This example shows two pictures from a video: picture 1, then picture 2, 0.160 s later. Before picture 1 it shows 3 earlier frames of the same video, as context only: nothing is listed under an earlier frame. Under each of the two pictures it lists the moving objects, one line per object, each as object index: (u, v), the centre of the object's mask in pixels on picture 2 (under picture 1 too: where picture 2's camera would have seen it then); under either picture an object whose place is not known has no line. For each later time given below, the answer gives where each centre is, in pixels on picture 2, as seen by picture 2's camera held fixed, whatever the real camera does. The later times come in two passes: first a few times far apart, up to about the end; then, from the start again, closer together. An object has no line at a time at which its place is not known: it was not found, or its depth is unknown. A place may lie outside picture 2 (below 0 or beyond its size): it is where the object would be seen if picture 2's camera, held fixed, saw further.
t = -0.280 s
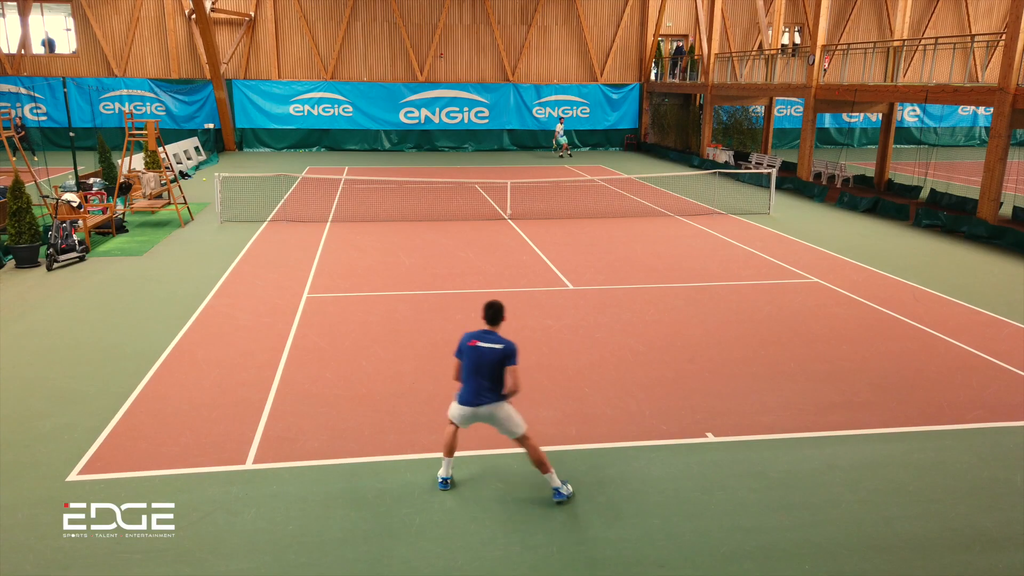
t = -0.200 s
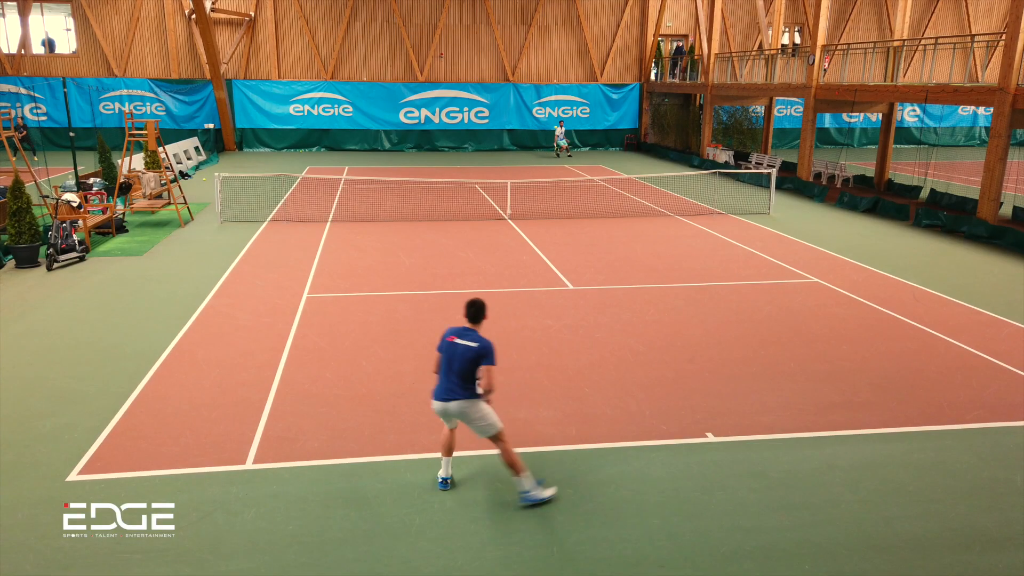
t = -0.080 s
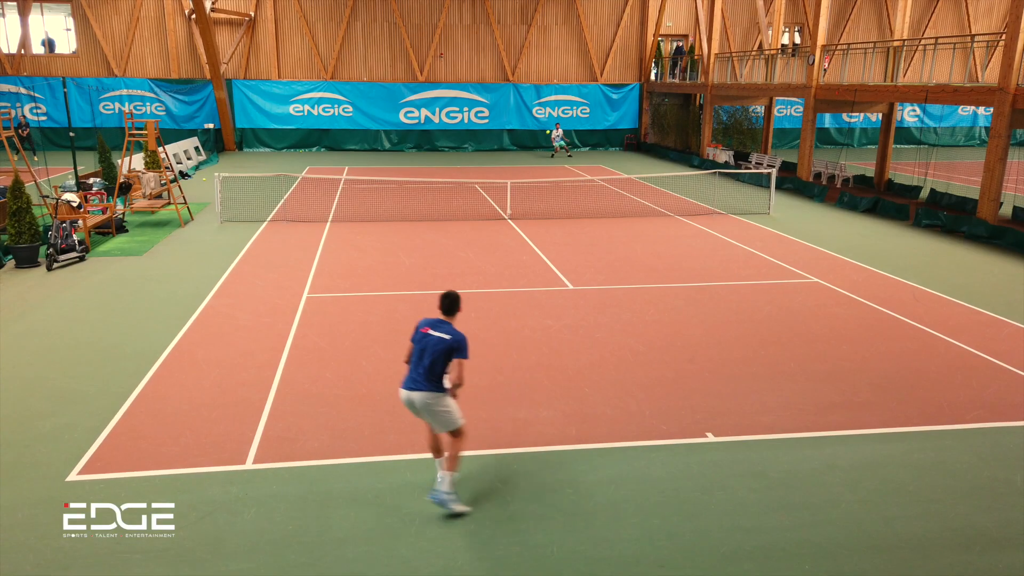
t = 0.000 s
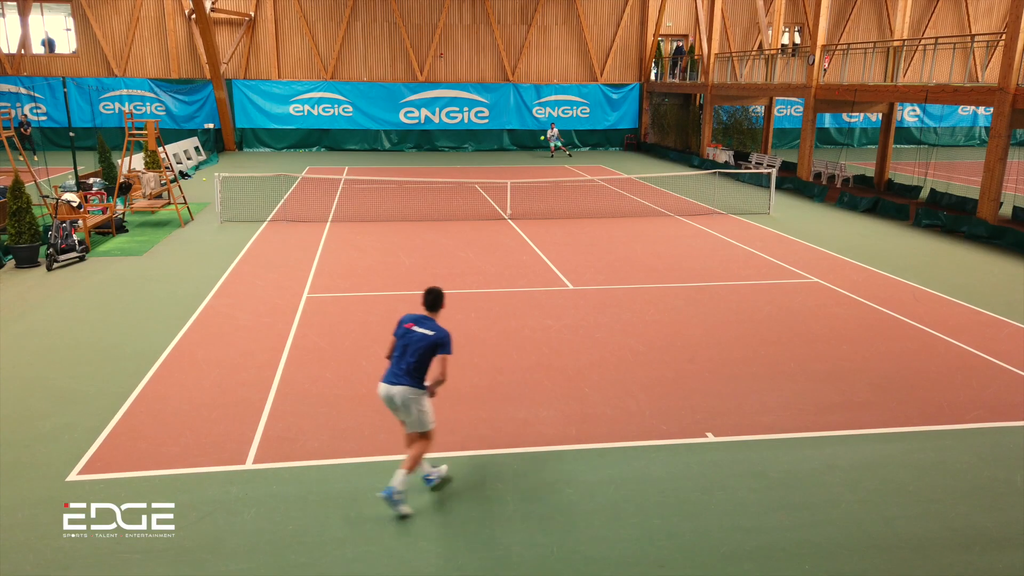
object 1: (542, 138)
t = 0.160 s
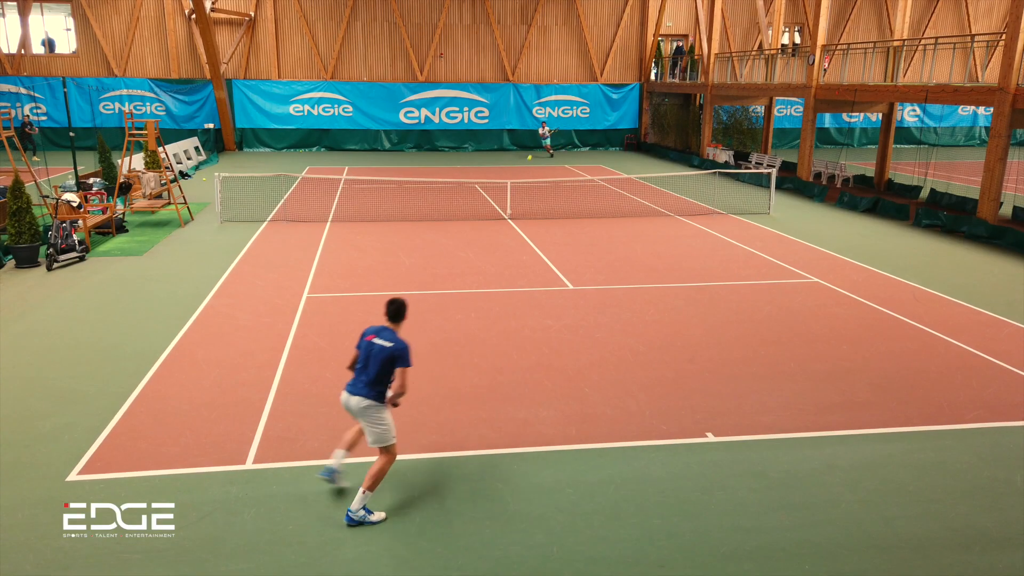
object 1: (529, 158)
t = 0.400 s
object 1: (504, 215)
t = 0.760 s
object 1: (458, 282)
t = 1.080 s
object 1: (411, 329)
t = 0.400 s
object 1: (504, 215)
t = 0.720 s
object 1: (463, 282)
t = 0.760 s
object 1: (458, 282)
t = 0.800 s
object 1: (453, 283)
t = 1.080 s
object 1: (411, 329)
